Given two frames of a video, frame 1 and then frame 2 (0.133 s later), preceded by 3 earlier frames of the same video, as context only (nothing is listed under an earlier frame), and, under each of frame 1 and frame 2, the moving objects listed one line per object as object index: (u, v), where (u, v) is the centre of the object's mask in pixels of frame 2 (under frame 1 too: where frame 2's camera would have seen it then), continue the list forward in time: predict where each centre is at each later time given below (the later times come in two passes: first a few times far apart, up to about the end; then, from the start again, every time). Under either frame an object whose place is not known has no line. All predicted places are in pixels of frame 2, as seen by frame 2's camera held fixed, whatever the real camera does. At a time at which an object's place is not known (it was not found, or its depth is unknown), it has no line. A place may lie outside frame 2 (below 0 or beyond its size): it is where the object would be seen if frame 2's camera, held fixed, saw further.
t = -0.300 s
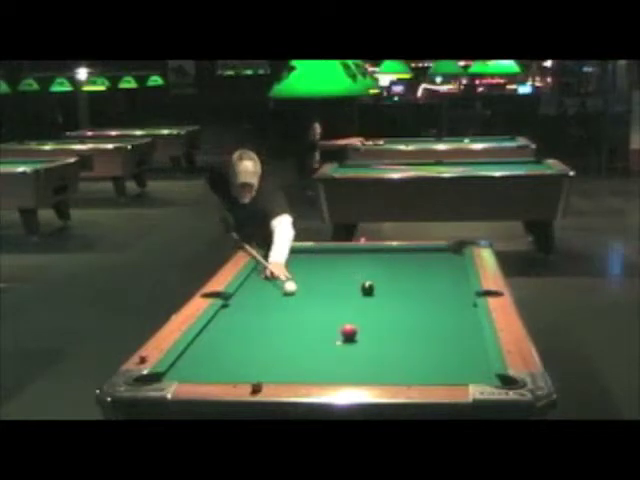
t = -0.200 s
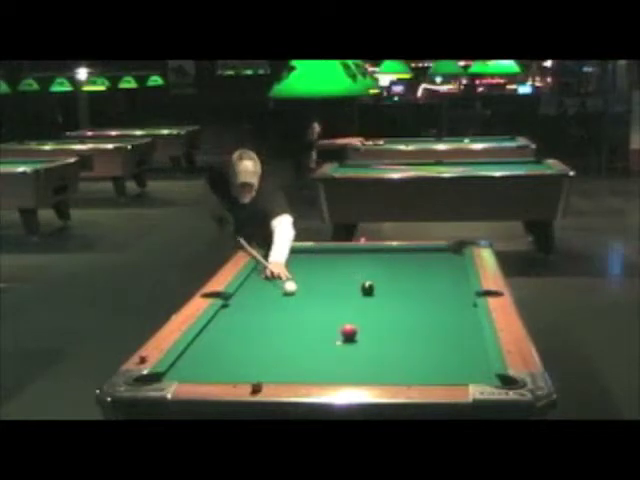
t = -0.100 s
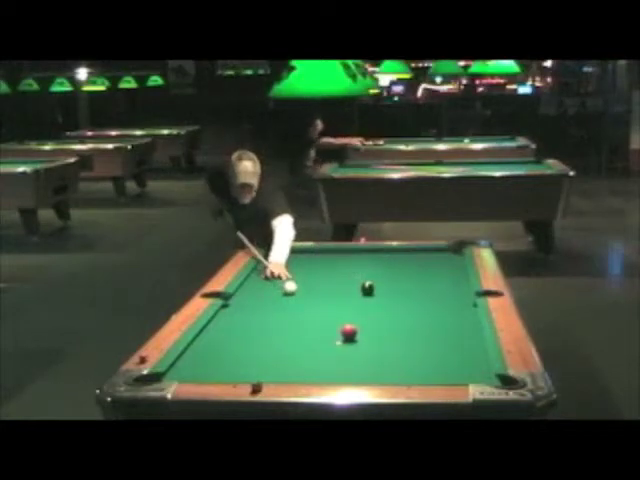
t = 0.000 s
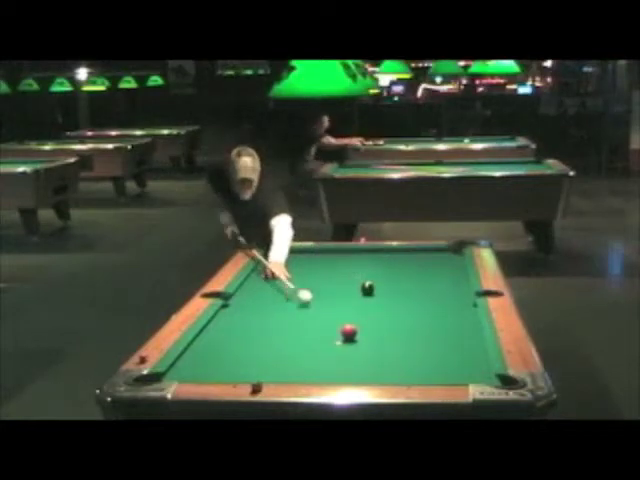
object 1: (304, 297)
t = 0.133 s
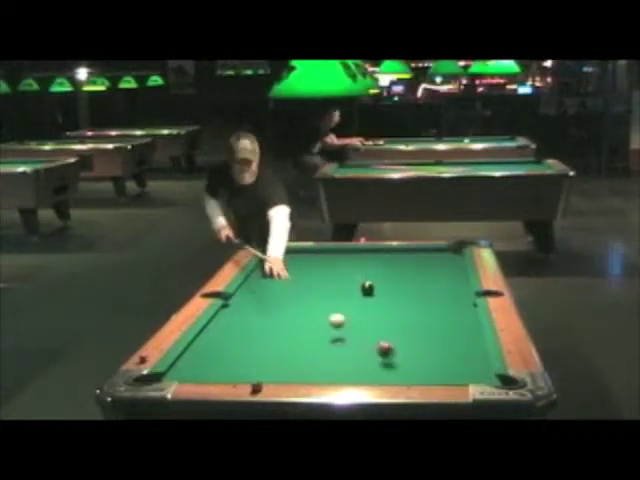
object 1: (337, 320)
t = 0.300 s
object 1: (321, 335)
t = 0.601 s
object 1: (308, 365)
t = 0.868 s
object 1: (300, 369)
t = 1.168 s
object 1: (286, 354)
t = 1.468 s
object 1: (274, 340)
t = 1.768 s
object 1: (265, 329)
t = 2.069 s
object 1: (258, 319)
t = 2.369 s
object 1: (251, 311)
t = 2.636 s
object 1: (247, 304)
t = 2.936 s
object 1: (242, 298)
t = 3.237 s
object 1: (240, 292)
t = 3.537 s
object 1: (247, 288)
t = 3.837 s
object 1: (253, 285)
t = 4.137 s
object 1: (258, 281)
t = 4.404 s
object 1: (263, 279)
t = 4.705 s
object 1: (267, 278)
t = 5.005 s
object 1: (270, 276)
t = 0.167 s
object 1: (333, 320)
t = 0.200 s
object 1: (330, 324)
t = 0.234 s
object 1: (327, 330)
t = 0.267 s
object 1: (324, 333)
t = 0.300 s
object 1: (321, 335)
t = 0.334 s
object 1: (318, 340)
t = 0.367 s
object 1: (316, 342)
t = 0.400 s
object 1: (314, 345)
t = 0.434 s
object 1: (312, 347)
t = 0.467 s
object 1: (311, 349)
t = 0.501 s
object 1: (309, 352)
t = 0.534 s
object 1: (309, 356)
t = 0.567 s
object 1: (308, 361)
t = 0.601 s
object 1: (308, 365)
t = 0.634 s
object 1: (308, 368)
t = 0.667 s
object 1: (308, 370)
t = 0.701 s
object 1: (308, 374)
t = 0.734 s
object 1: (308, 375)
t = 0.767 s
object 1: (305, 373)
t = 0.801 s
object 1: (304, 371)
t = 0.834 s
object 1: (302, 369)
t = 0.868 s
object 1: (300, 369)
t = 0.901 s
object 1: (299, 369)
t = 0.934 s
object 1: (296, 366)
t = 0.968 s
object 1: (295, 364)
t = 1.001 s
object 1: (293, 363)
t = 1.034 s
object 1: (292, 361)
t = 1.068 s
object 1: (290, 359)
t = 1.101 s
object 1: (289, 357)
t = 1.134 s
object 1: (287, 356)
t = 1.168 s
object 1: (286, 354)
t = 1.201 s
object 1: (284, 352)
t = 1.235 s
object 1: (283, 350)
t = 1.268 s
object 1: (282, 349)
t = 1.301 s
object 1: (281, 347)
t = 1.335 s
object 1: (279, 345)
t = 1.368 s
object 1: (278, 344)
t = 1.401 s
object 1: (277, 343)
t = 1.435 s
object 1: (276, 341)
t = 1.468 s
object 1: (274, 340)
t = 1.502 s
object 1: (273, 339)
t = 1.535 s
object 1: (272, 337)
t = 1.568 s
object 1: (271, 336)
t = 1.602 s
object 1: (270, 335)
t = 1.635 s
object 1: (269, 334)
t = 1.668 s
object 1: (268, 332)
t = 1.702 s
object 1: (267, 331)
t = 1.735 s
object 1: (266, 330)
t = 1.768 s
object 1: (265, 329)
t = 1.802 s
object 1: (264, 328)
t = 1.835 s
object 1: (264, 326)
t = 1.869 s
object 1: (263, 325)
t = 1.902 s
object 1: (262, 324)
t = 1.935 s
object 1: (261, 323)
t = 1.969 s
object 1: (260, 322)
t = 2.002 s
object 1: (259, 321)
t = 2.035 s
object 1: (258, 320)
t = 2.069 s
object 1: (258, 319)
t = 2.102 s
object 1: (257, 318)
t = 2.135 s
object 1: (256, 317)
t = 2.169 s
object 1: (256, 316)
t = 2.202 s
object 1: (255, 315)
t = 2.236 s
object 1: (254, 314)
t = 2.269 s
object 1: (253, 313)
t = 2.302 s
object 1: (253, 312)
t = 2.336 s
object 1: (252, 311)
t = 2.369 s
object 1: (251, 311)
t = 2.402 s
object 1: (250, 310)
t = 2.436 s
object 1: (250, 309)
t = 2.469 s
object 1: (249, 308)
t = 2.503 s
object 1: (248, 307)
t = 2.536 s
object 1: (248, 306)
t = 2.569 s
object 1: (247, 305)
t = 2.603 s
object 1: (247, 305)
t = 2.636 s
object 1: (247, 304)
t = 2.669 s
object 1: (246, 303)
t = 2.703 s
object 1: (245, 303)
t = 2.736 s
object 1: (245, 302)
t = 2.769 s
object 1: (245, 301)
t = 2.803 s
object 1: (244, 300)
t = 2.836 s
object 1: (243, 300)
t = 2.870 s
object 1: (243, 299)
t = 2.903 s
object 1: (242, 298)
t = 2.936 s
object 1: (242, 298)
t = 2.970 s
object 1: (241, 297)
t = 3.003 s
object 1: (241, 297)
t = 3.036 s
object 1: (241, 296)
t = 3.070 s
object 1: (240, 295)
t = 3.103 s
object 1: (240, 295)
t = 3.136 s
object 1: (239, 294)
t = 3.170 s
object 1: (239, 294)
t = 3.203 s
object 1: (239, 293)
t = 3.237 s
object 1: (240, 292)
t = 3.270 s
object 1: (241, 292)
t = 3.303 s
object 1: (242, 292)
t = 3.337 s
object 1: (242, 291)
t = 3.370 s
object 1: (243, 290)
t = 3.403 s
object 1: (244, 290)
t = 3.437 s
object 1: (245, 289)
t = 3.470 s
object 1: (245, 289)
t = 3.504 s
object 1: (246, 288)
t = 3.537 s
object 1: (247, 288)
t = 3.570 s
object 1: (248, 288)
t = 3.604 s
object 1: (248, 287)
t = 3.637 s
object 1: (249, 287)
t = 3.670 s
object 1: (250, 286)
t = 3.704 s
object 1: (250, 286)
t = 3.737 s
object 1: (251, 286)
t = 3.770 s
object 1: (252, 286)
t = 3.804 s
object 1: (252, 285)
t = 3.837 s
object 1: (253, 285)
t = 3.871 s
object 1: (254, 284)
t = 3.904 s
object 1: (255, 284)
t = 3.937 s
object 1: (255, 284)
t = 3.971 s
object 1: (256, 283)
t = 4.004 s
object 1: (257, 283)
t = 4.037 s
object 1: (257, 282)
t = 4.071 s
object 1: (258, 282)
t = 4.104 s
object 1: (258, 282)
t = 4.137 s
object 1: (258, 281)
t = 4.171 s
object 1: (259, 281)
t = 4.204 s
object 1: (260, 281)
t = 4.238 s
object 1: (261, 281)
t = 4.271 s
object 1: (261, 280)
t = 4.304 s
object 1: (262, 280)
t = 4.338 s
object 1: (262, 280)
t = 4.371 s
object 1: (263, 280)
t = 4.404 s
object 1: (263, 279)
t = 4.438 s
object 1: (264, 279)
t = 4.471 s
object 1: (264, 279)
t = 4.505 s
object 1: (265, 279)
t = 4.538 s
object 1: (265, 279)
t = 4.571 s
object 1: (266, 279)
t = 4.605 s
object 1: (266, 278)
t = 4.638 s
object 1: (266, 278)
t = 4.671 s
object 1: (267, 278)
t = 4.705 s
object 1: (267, 278)
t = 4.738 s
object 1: (268, 278)
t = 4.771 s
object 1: (268, 277)
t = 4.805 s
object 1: (268, 277)
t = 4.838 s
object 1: (269, 277)
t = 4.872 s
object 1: (269, 277)
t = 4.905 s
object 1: (269, 277)
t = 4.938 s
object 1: (269, 277)
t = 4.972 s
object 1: (270, 277)
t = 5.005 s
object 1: (270, 276)
